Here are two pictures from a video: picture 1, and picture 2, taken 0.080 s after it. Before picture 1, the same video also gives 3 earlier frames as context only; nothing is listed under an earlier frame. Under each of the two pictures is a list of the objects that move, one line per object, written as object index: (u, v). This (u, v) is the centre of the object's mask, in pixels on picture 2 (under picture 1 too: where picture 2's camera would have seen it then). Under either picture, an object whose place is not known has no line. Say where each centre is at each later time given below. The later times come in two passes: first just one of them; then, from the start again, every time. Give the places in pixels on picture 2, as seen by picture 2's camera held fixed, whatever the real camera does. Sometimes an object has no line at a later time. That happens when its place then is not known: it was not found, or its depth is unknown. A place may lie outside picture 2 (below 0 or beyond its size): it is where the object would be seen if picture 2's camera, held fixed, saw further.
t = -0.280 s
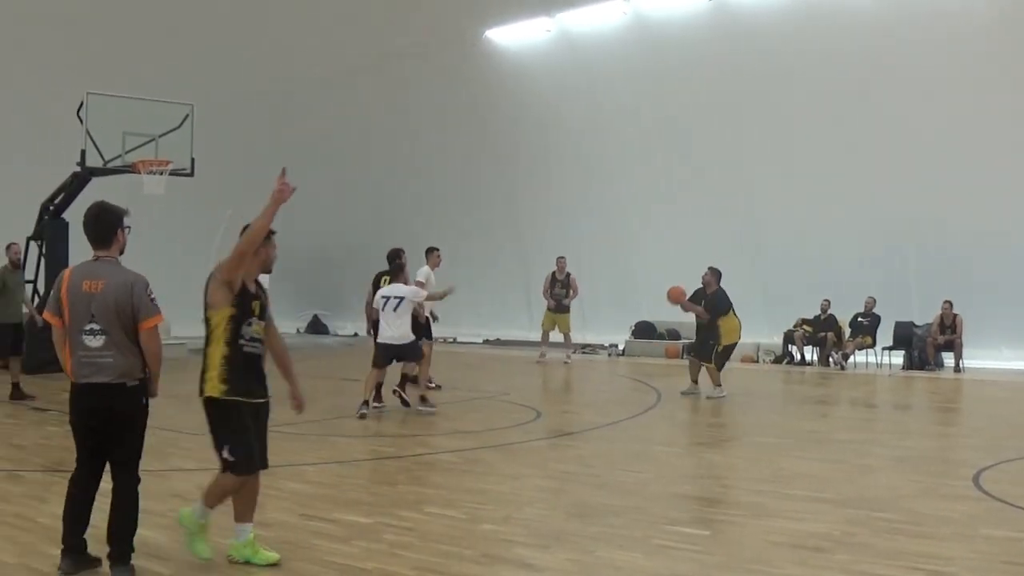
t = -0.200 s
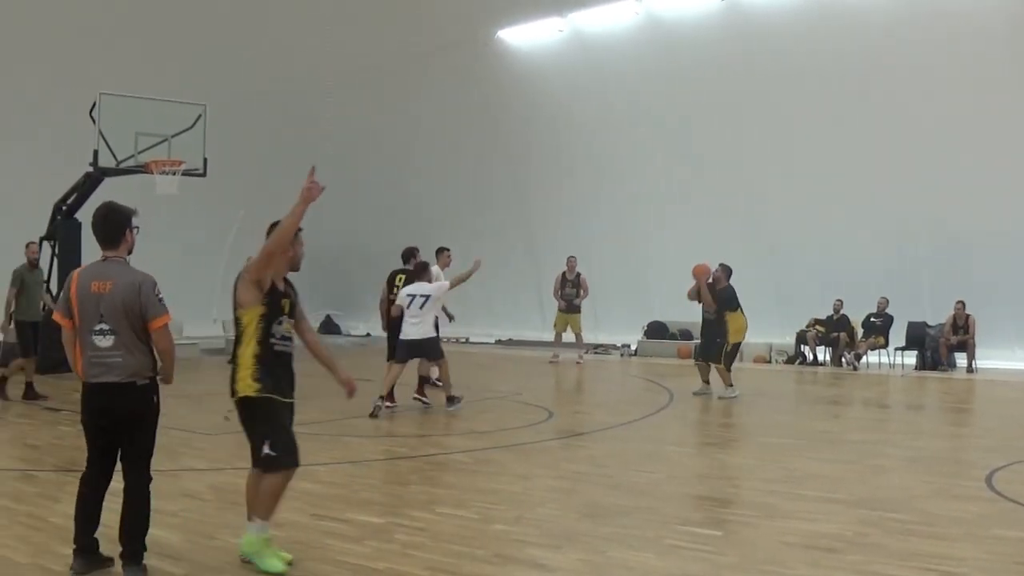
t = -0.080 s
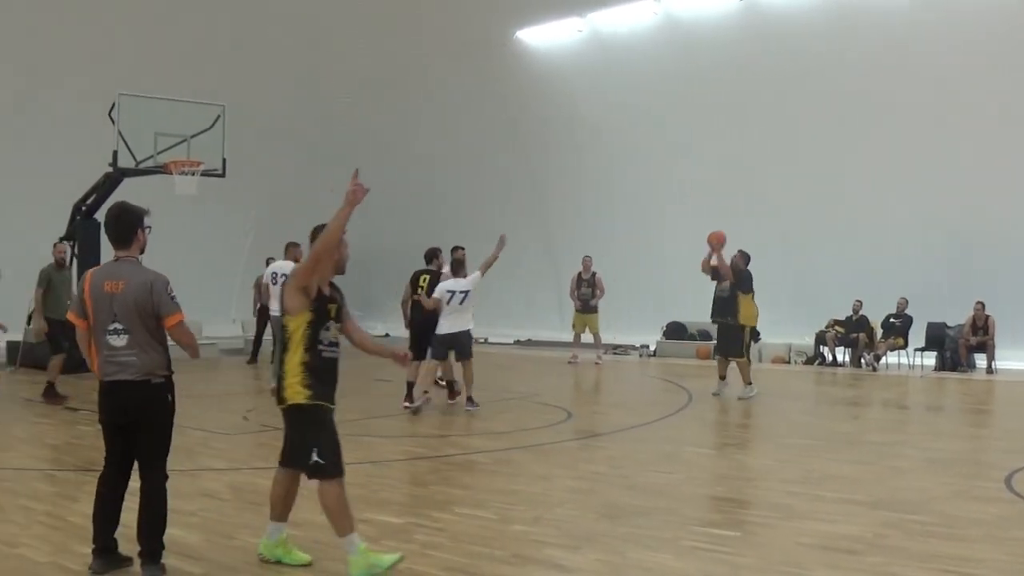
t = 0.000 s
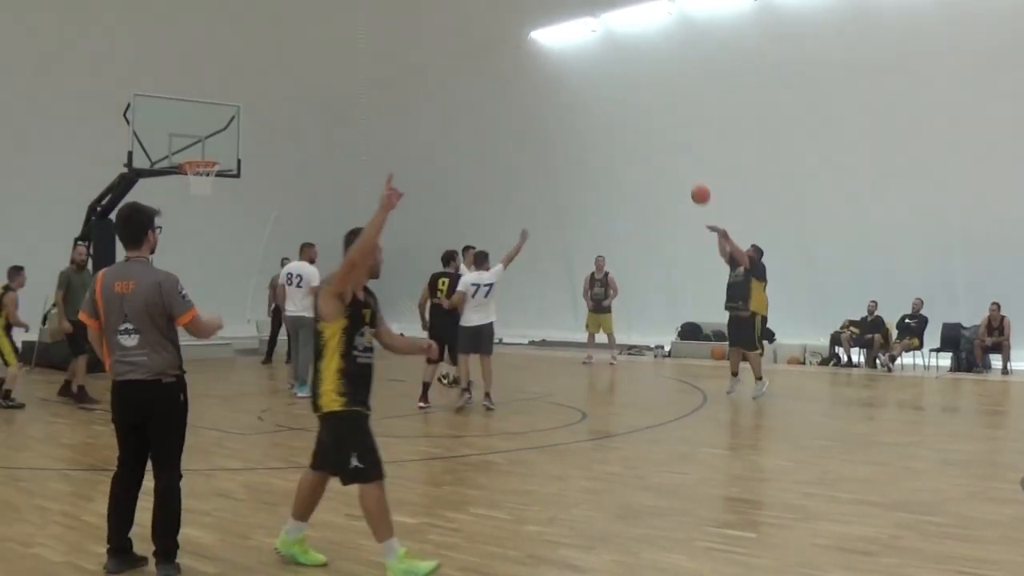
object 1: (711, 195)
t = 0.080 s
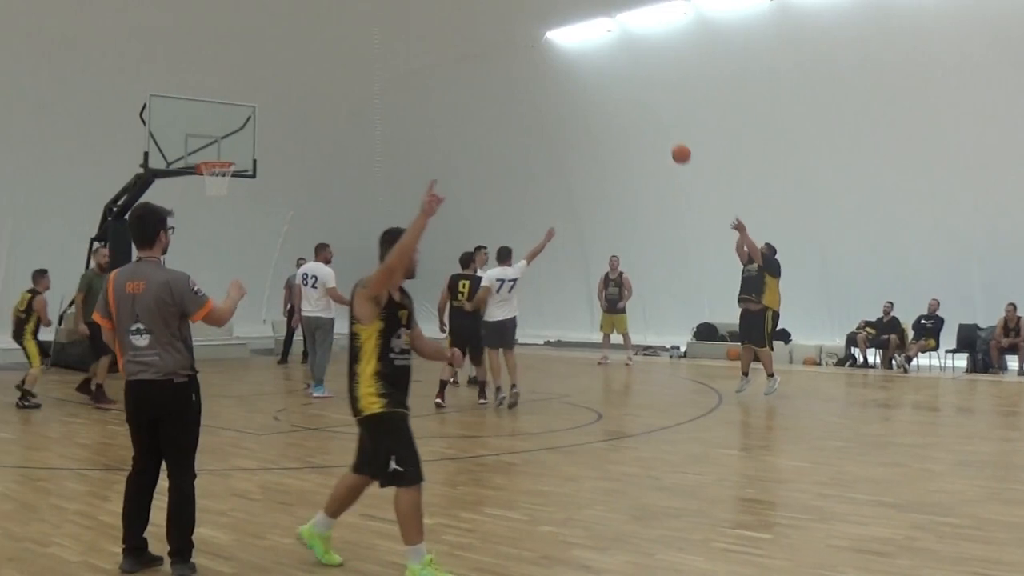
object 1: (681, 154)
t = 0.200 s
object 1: (636, 103)
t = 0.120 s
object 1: (666, 135)
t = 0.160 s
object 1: (651, 118)
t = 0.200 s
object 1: (636, 103)
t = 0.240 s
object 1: (621, 88)
